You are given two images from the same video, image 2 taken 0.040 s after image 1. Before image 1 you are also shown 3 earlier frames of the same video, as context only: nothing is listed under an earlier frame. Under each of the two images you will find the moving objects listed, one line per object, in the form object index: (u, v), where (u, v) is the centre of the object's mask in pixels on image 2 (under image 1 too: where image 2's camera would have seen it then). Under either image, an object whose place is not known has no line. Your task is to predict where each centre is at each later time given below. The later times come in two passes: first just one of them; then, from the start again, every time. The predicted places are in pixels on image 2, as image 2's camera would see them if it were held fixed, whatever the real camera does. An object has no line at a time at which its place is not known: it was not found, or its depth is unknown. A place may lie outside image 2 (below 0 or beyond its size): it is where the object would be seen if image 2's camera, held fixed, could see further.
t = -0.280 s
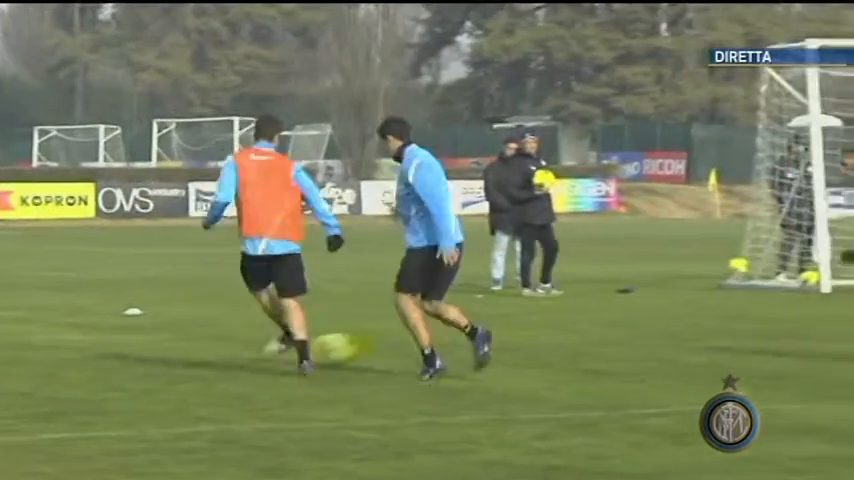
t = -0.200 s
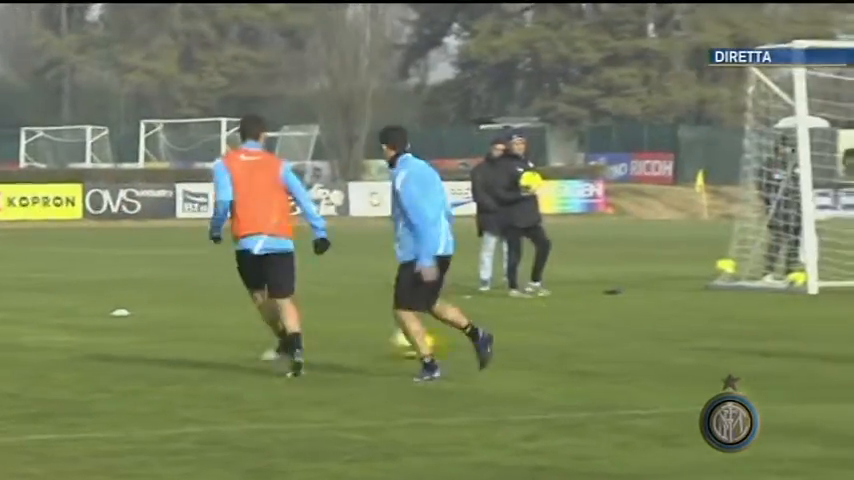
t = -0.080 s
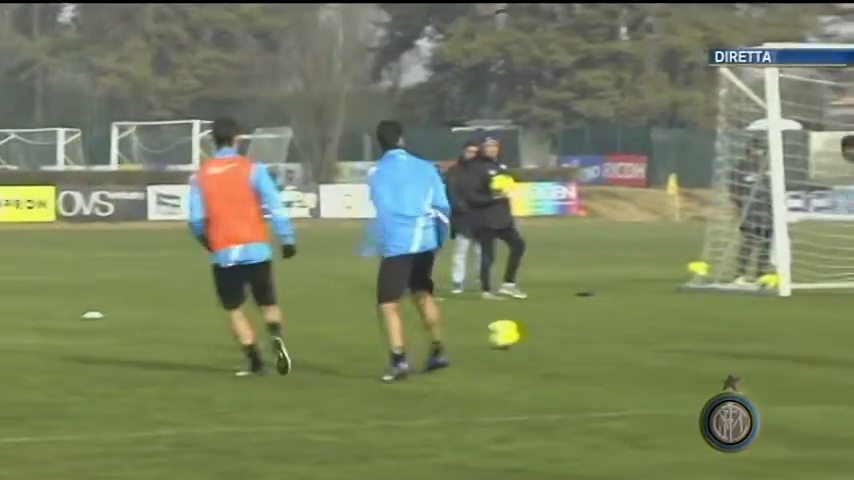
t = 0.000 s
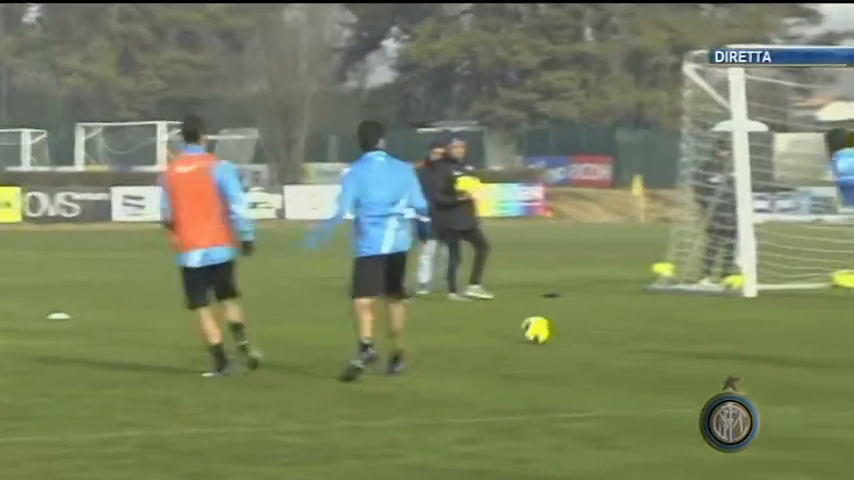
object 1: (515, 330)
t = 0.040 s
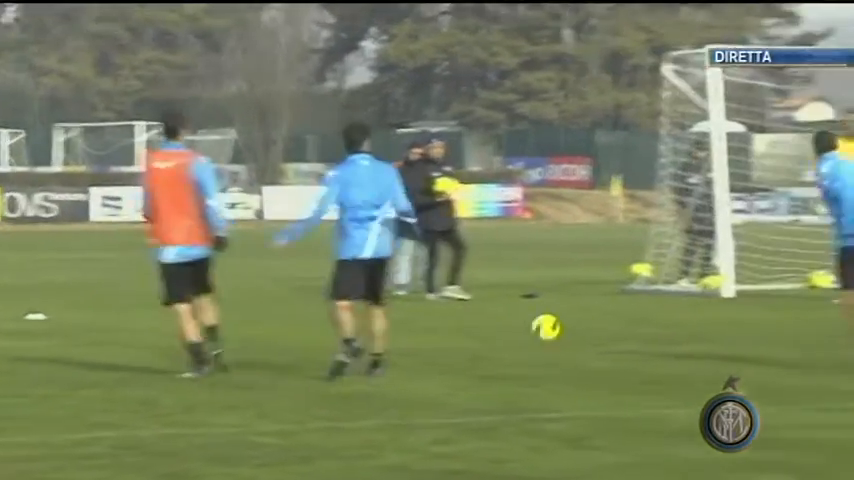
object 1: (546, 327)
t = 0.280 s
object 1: (699, 310)
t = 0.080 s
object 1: (574, 323)
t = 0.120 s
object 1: (602, 320)
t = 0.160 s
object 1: (628, 319)
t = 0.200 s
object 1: (653, 316)
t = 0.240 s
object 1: (675, 313)
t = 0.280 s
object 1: (699, 310)
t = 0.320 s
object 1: (720, 309)
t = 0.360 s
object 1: (741, 307)
